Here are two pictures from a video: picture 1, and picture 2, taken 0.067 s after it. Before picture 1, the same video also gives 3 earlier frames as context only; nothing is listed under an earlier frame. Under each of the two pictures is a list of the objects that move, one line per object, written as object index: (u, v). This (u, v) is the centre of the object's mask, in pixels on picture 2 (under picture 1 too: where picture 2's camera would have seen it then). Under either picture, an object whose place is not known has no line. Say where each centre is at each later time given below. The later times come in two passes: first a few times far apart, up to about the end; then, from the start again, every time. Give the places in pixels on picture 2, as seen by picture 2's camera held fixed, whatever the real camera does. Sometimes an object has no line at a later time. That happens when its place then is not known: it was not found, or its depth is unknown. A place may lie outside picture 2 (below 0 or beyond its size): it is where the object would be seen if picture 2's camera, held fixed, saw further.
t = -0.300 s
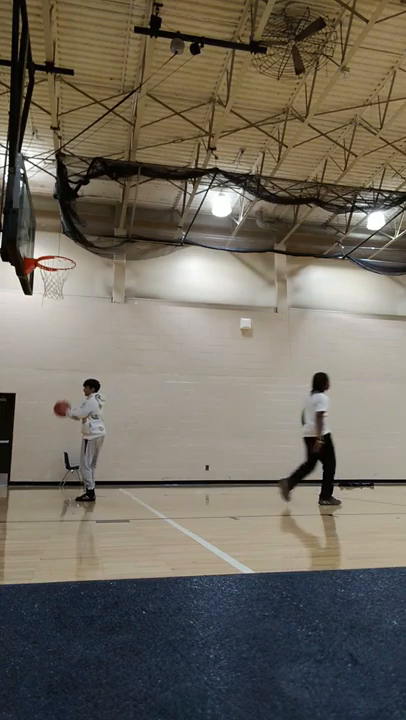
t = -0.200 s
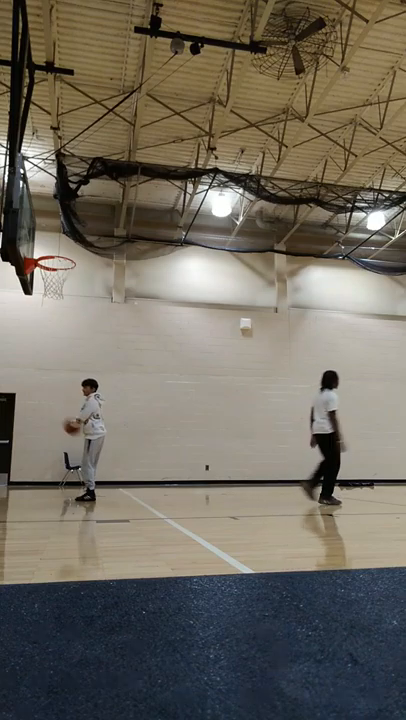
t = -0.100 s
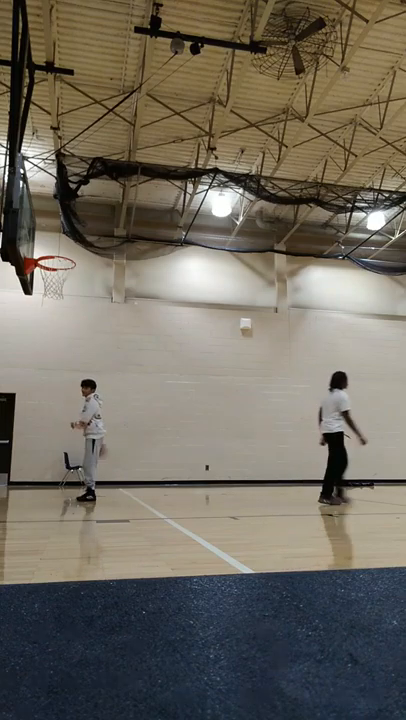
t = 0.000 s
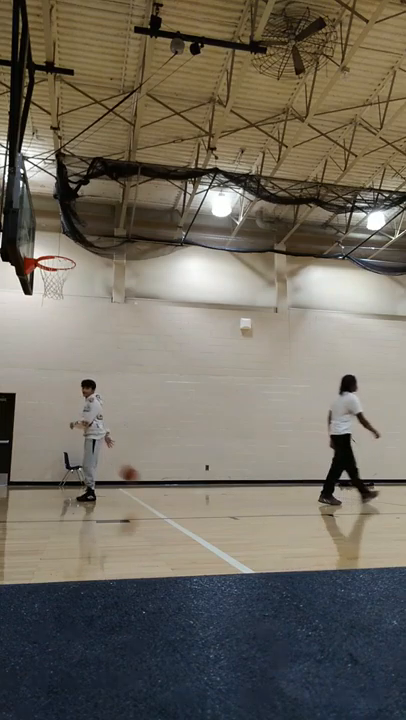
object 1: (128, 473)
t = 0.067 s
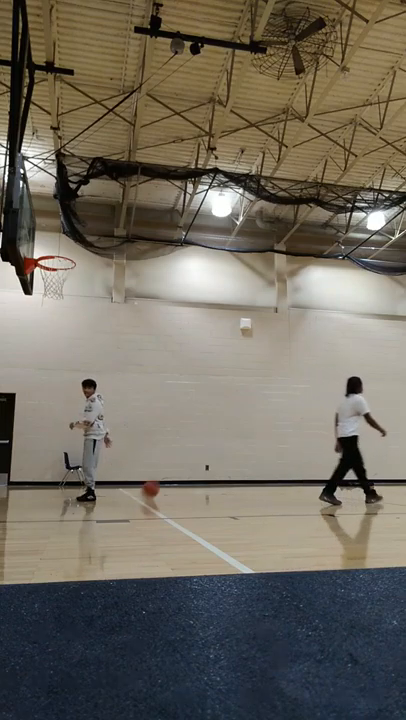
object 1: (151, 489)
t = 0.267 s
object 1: (189, 449)
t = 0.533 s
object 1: (244, 438)
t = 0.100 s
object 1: (156, 480)
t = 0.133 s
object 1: (164, 472)
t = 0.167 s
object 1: (170, 465)
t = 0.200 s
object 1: (176, 459)
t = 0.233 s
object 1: (182, 454)
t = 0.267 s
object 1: (189, 449)
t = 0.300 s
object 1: (196, 444)
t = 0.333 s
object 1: (202, 441)
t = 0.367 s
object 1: (209, 438)
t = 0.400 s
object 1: (216, 437)
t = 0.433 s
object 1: (223, 436)
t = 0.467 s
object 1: (230, 436)
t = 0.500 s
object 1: (237, 437)
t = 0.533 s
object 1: (244, 438)
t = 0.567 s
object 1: (251, 441)
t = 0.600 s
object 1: (259, 444)
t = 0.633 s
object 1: (266, 449)
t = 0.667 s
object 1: (274, 454)
